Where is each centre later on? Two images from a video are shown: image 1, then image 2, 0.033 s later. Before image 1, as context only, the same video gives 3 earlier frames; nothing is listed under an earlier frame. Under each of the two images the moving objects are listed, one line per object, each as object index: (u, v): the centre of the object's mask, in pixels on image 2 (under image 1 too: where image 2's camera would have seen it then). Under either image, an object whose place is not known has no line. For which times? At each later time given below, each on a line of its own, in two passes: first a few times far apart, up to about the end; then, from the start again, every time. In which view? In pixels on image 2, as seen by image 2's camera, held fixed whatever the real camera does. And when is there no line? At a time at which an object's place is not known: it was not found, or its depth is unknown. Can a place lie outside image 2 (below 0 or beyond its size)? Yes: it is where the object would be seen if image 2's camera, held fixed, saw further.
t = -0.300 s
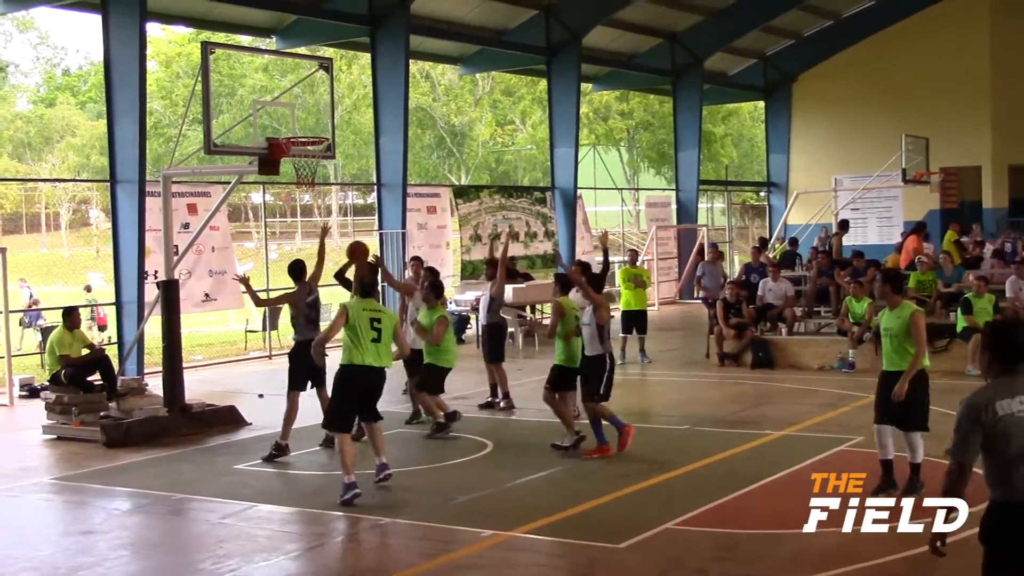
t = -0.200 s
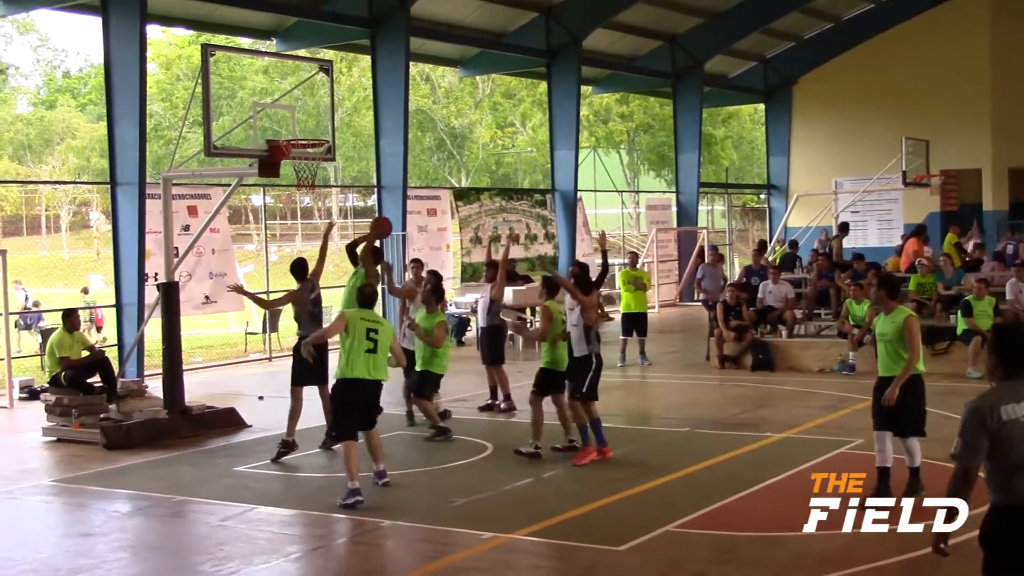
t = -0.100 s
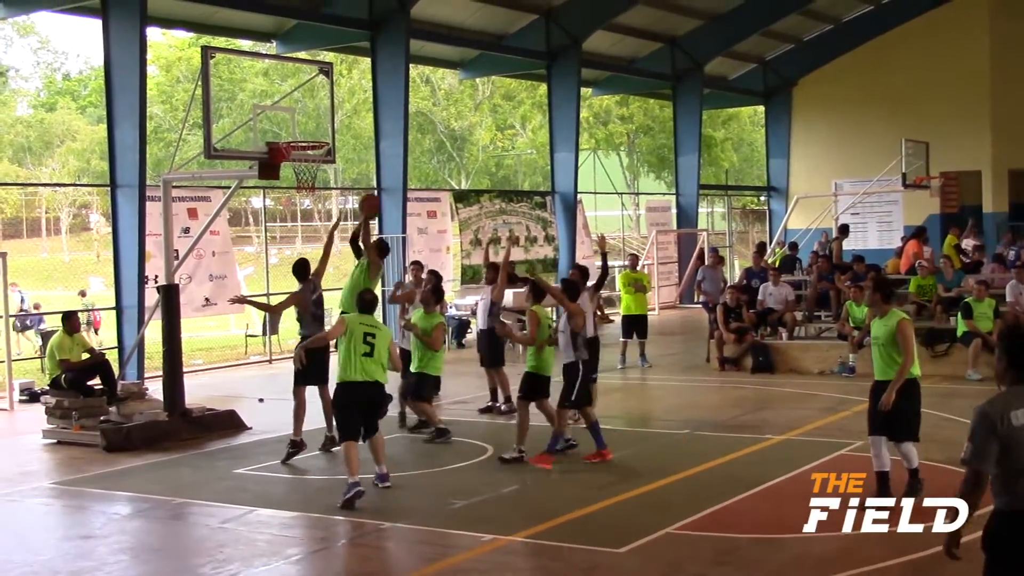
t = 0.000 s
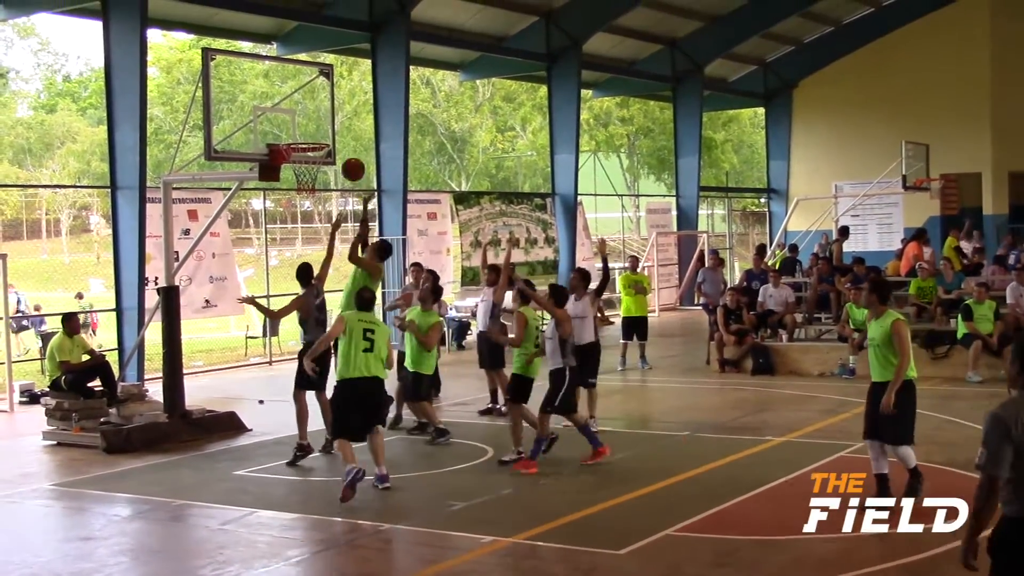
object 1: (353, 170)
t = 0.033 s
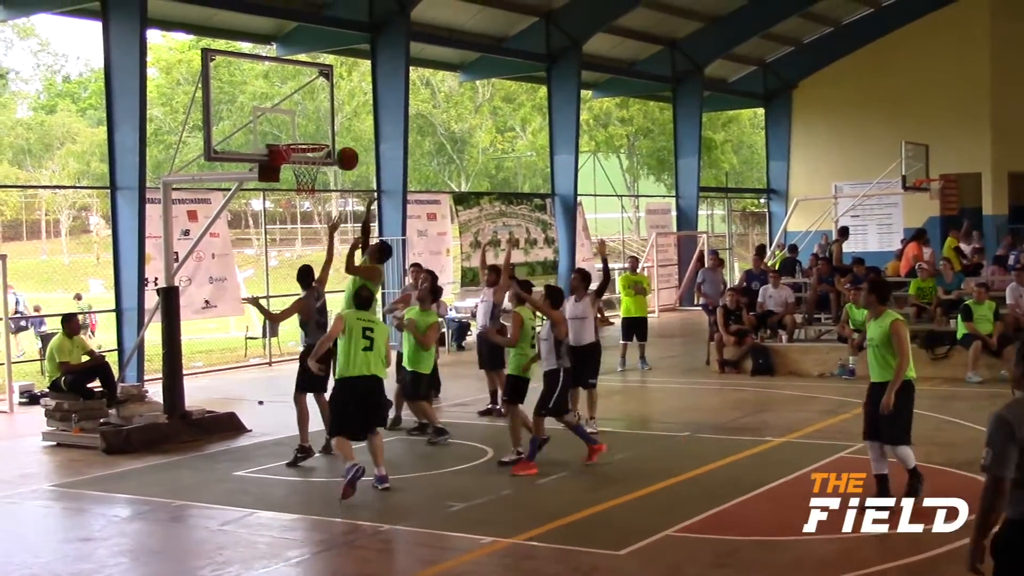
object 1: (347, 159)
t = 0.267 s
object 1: (306, 109)
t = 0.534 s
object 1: (290, 113)
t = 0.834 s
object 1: (316, 116)
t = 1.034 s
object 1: (347, 133)
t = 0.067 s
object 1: (342, 149)
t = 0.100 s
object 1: (335, 139)
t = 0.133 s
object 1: (329, 132)
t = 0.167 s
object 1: (323, 124)
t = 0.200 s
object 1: (317, 118)
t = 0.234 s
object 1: (312, 113)
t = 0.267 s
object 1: (306, 109)
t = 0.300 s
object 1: (300, 106)
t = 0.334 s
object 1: (295, 104)
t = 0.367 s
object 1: (293, 103)
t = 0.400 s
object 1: (292, 103)
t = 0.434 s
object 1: (292, 104)
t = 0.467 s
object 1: (291, 106)
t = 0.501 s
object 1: (291, 109)
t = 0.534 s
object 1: (290, 113)
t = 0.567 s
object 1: (290, 118)
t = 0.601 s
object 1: (289, 125)
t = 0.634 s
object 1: (289, 133)
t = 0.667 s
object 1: (292, 131)
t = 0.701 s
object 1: (297, 126)
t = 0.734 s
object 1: (302, 122)
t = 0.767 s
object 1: (307, 118)
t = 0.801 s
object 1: (312, 116)
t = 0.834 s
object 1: (316, 116)
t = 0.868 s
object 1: (321, 116)
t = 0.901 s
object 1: (326, 117)
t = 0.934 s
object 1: (331, 119)
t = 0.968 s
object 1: (336, 123)
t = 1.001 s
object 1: (341, 127)
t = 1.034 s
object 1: (347, 133)
